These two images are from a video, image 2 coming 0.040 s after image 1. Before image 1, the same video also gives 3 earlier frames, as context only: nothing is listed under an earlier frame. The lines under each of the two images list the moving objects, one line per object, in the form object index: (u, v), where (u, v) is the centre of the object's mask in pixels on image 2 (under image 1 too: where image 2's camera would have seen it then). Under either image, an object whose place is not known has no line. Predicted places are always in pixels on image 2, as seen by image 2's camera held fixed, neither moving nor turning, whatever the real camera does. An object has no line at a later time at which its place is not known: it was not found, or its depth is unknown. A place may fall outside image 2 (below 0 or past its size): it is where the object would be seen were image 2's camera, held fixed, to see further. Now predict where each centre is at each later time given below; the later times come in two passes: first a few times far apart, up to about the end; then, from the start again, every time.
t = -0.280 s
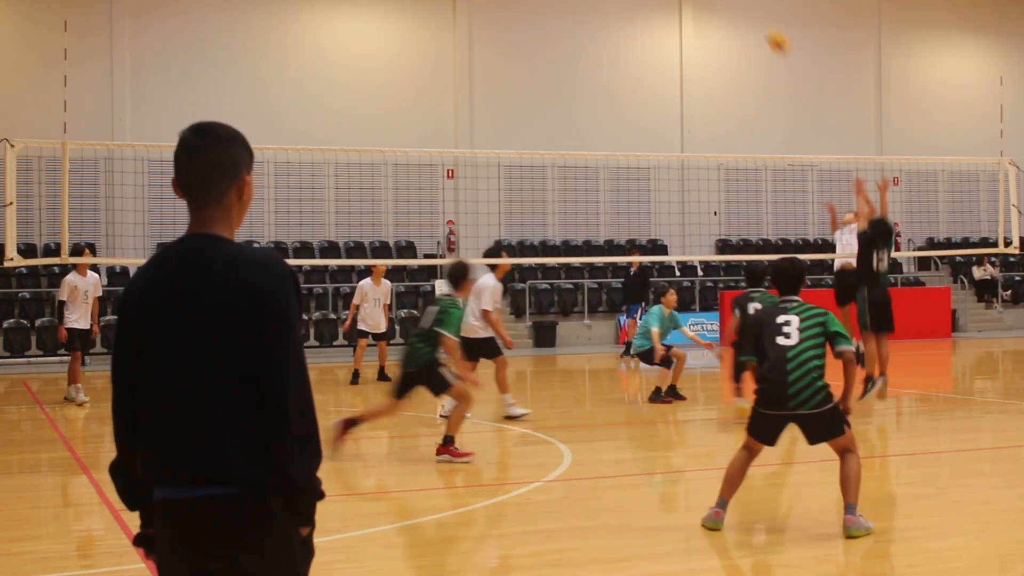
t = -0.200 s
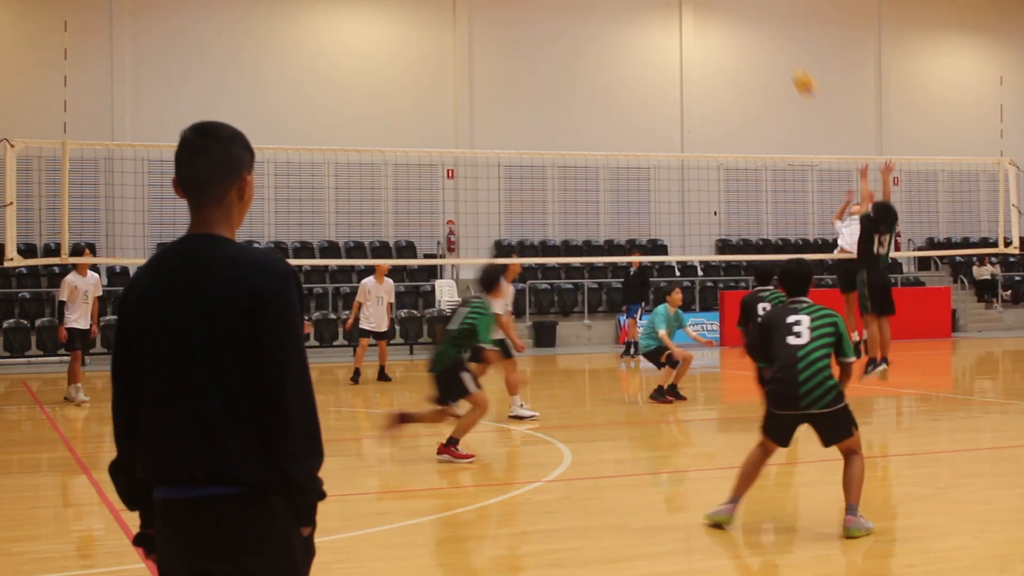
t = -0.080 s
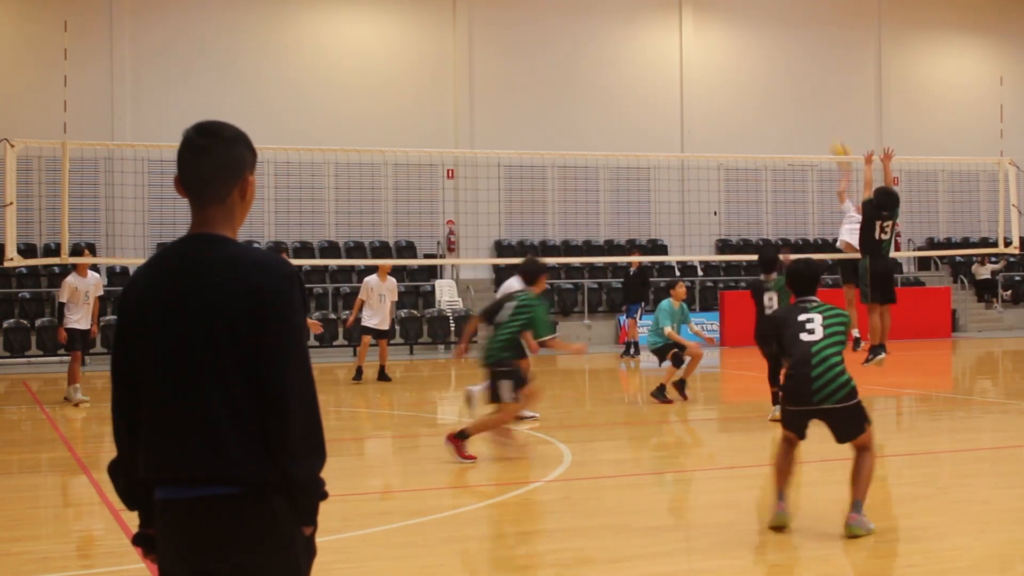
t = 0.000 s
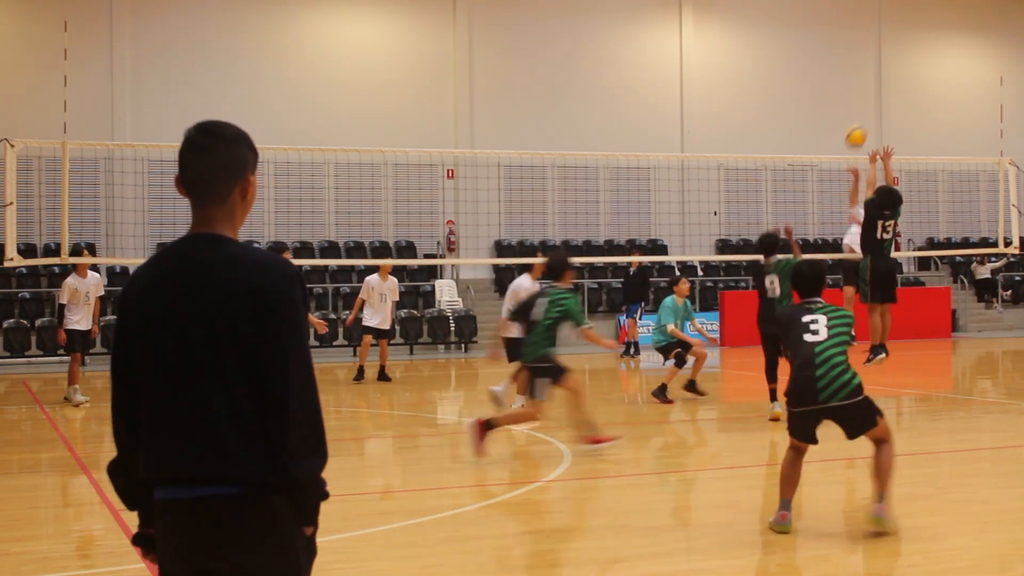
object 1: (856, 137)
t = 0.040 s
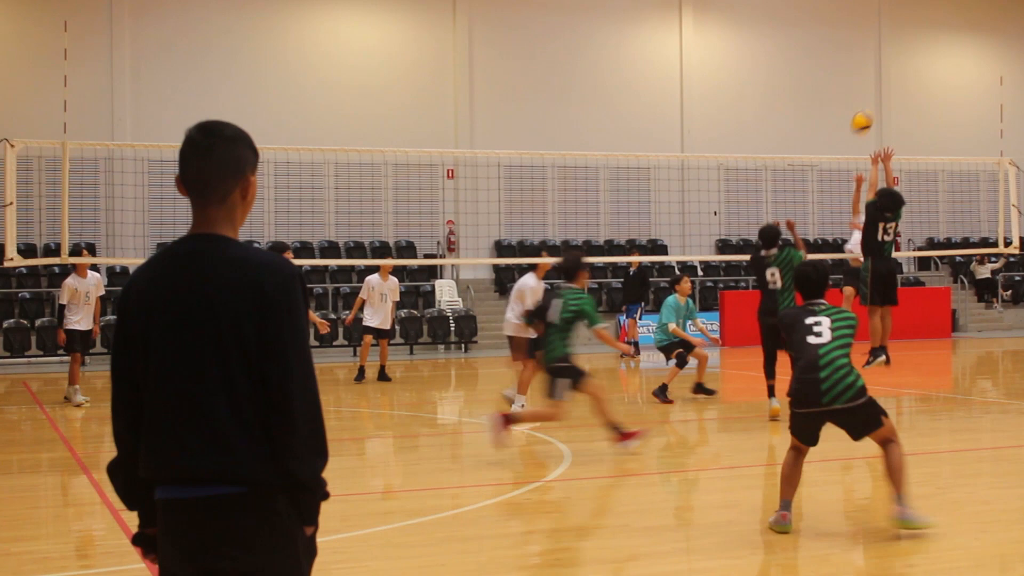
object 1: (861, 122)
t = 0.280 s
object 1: (906, 60)
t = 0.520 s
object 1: (973, 68)
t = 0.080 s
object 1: (868, 109)
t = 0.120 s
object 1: (875, 96)
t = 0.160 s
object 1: (882, 85)
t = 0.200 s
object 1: (890, 75)
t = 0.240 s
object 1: (897, 67)
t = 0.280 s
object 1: (906, 60)
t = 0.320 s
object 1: (915, 56)
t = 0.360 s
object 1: (925, 53)
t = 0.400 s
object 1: (935, 53)
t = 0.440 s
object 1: (947, 54)
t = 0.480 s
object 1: (959, 60)
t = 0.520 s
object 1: (973, 68)
